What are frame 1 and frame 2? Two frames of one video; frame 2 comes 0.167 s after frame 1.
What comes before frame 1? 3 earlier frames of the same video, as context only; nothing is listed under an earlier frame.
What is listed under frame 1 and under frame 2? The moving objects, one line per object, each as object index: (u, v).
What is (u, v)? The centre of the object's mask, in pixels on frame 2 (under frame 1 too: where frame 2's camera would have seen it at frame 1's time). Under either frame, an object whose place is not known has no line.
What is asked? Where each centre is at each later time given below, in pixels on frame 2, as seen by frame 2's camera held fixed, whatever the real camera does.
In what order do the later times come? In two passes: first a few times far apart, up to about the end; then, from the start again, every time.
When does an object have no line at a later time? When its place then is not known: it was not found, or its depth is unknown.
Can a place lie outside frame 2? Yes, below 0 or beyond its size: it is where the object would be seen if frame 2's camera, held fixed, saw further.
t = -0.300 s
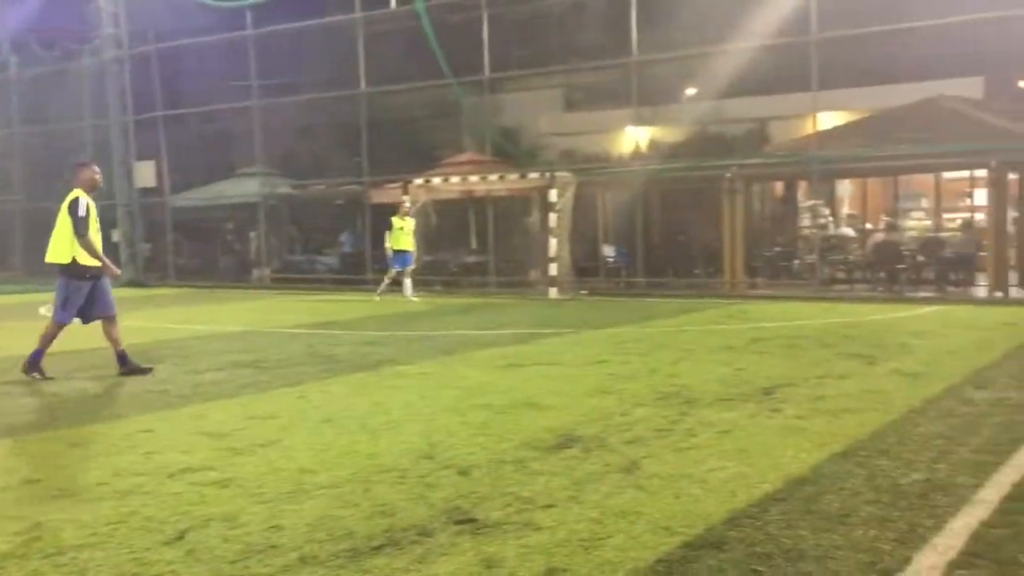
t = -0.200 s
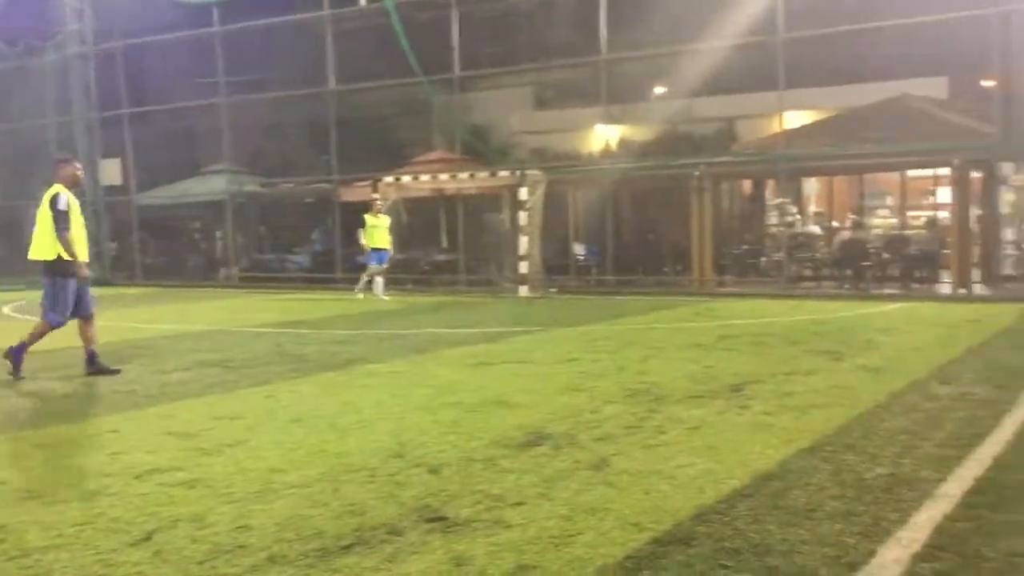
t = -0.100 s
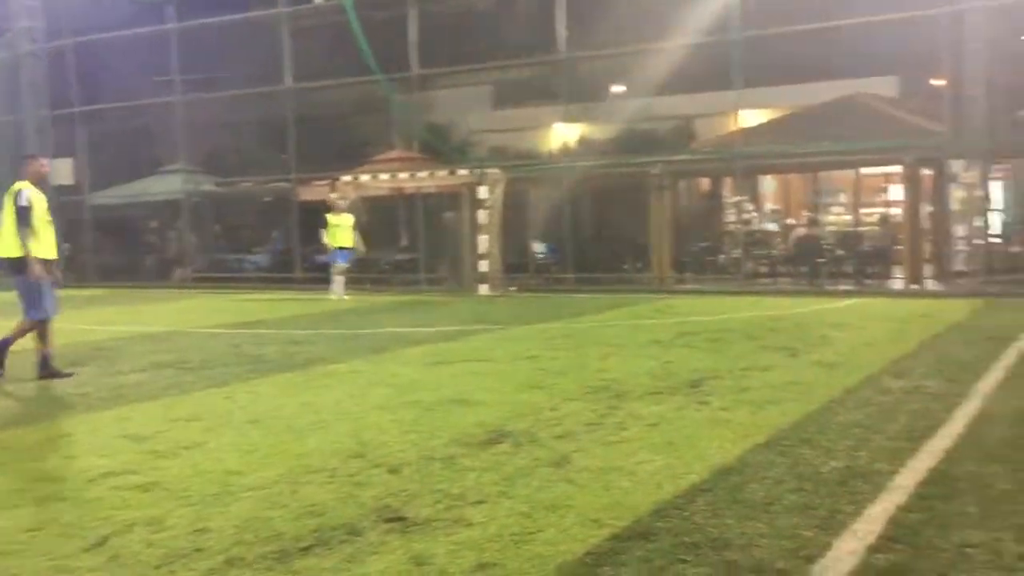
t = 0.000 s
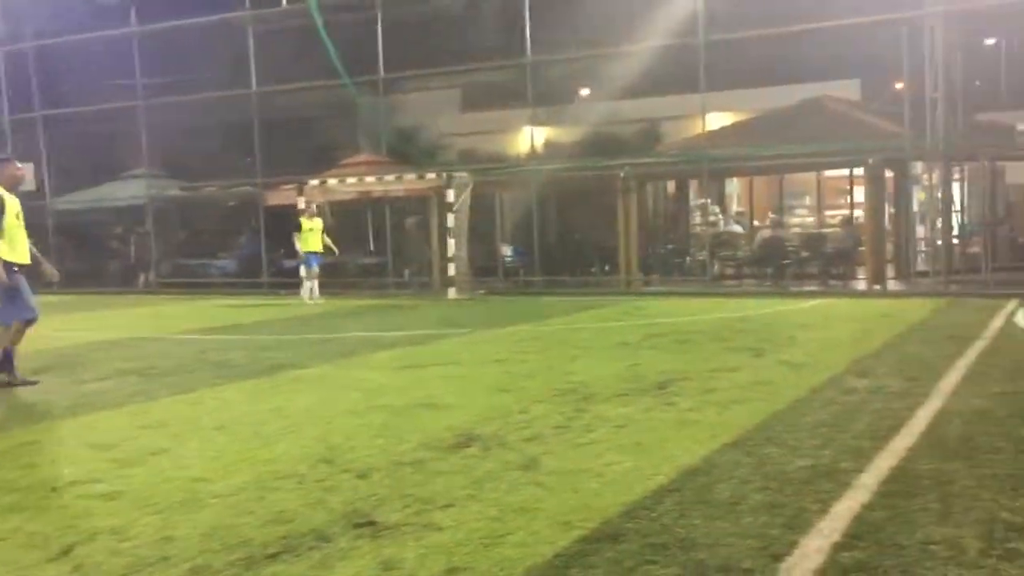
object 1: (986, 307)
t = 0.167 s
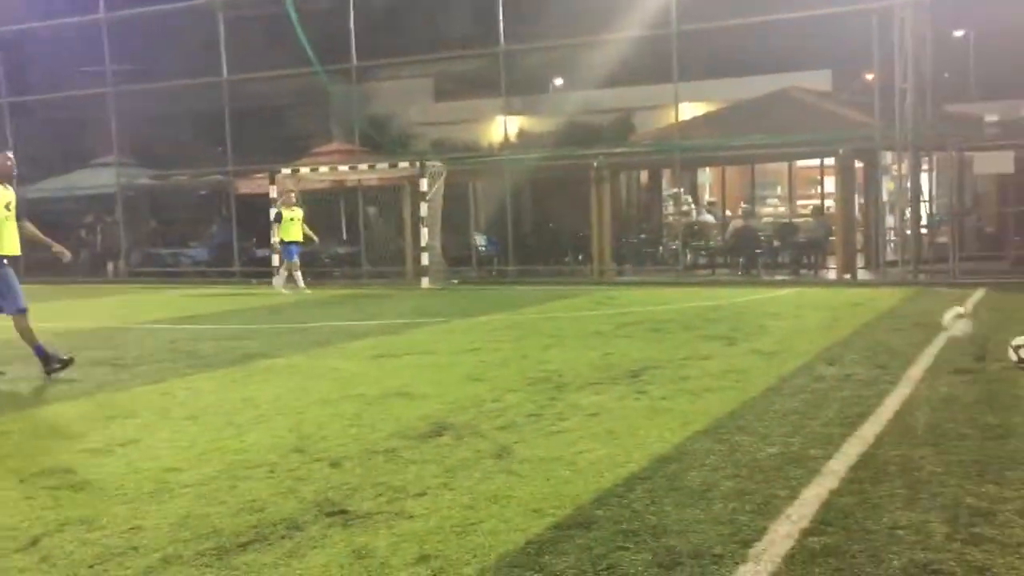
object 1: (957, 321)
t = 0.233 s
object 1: (945, 311)
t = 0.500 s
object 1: (888, 336)
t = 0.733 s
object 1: (833, 355)
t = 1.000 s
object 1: (764, 377)
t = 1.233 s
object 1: (706, 395)
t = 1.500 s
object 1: (641, 405)
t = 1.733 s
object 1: (580, 418)
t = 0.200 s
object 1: (952, 316)
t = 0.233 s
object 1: (945, 311)
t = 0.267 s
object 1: (939, 308)
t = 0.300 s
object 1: (929, 305)
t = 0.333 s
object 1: (924, 307)
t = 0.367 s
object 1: (918, 310)
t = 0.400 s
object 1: (910, 313)
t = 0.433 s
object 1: (904, 319)
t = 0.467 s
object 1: (895, 327)
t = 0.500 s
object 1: (888, 336)
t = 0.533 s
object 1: (881, 348)
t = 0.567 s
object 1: (874, 363)
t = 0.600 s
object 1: (868, 370)
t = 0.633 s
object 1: (856, 360)
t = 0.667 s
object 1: (851, 358)
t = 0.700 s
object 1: (841, 355)
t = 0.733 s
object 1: (833, 355)
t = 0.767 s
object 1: (823, 355)
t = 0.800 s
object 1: (814, 357)
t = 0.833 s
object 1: (806, 363)
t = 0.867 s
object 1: (798, 368)
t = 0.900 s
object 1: (789, 379)
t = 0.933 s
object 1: (782, 380)
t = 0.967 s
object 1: (771, 378)
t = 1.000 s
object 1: (764, 377)
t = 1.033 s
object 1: (755, 379)
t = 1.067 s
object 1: (748, 382)
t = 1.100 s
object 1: (738, 389)
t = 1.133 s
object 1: (730, 388)
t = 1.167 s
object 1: (721, 390)
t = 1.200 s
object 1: (714, 391)
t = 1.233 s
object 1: (706, 395)
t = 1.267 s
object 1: (698, 395)
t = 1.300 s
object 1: (690, 396)
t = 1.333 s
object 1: (683, 398)
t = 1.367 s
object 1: (674, 399)
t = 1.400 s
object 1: (666, 399)
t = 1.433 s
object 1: (656, 403)
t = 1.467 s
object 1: (648, 404)
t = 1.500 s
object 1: (641, 405)
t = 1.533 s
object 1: (631, 407)
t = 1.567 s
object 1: (622, 409)
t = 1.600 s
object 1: (614, 412)
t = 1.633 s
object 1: (605, 413)
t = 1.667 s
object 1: (598, 414)
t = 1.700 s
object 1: (589, 417)
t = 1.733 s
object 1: (580, 418)
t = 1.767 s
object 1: (572, 420)
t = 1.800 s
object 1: (565, 423)
